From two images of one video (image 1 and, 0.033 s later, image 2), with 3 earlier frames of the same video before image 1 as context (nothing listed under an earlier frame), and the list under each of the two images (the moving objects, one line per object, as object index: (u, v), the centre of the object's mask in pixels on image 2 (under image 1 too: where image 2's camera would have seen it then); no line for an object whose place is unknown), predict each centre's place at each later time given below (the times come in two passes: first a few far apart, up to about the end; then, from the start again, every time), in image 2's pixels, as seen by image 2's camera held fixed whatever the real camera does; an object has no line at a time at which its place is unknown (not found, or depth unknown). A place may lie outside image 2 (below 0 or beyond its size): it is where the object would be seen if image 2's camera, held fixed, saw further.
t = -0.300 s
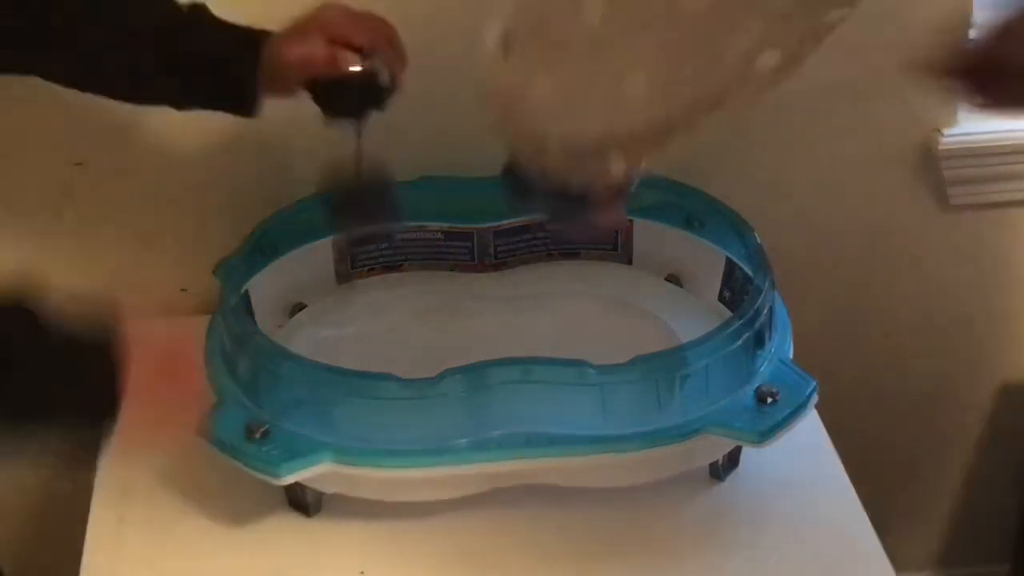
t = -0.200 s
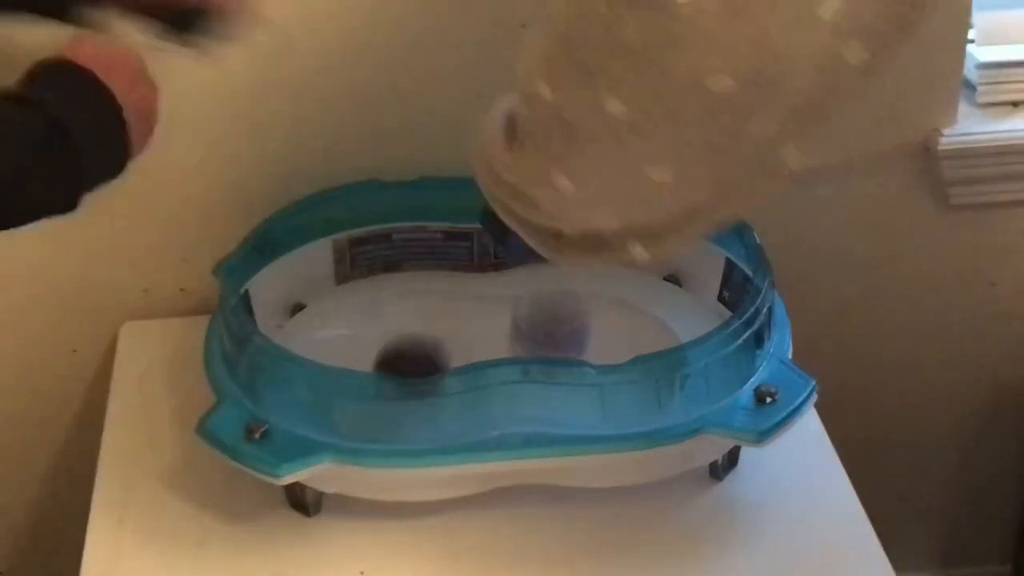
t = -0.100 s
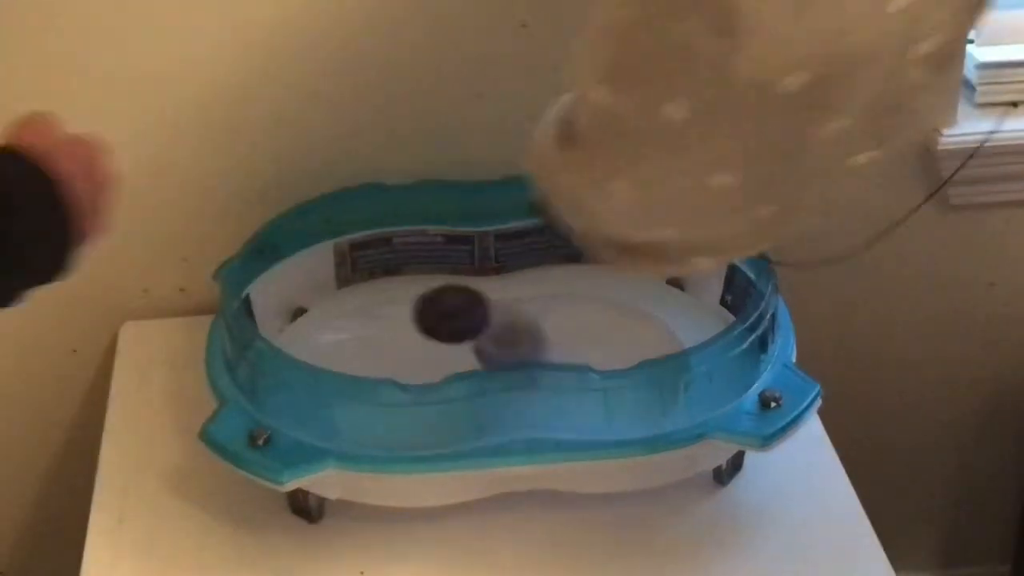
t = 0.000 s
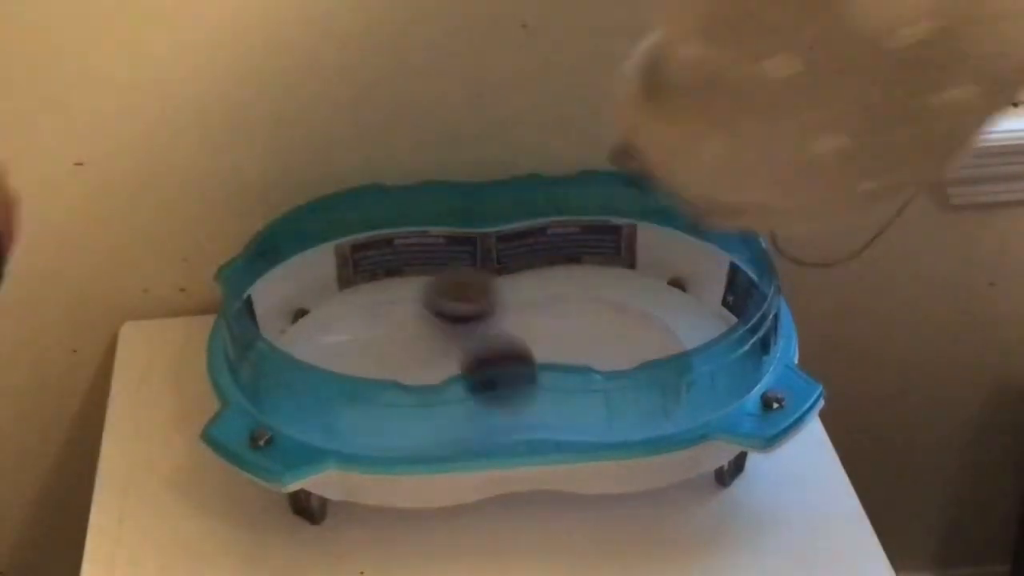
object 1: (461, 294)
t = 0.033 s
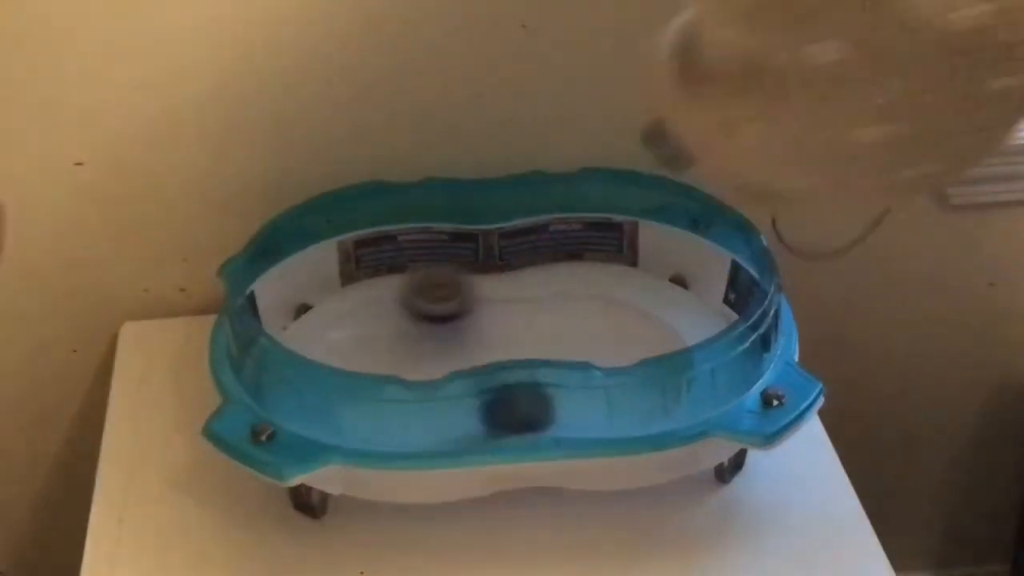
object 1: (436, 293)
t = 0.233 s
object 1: (342, 383)
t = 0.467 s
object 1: (441, 424)
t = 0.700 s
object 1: (383, 425)
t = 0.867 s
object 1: (322, 360)
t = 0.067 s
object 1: (411, 308)
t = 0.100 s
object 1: (389, 326)
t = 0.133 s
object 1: (371, 338)
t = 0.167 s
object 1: (356, 358)
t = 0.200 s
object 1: (347, 373)
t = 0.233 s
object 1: (342, 383)
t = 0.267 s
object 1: (341, 401)
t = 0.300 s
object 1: (346, 411)
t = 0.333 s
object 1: (357, 415)
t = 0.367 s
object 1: (372, 422)
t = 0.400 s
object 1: (395, 425)
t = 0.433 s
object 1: (417, 425)
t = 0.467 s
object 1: (441, 424)
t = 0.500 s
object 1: (458, 421)
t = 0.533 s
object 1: (453, 422)
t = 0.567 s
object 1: (442, 427)
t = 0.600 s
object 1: (428, 427)
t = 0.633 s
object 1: (414, 430)
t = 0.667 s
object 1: (399, 428)
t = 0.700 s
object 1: (383, 425)
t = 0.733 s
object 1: (371, 417)
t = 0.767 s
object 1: (360, 409)
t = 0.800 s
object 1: (354, 393)
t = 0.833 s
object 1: (346, 379)
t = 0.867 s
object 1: (322, 360)
